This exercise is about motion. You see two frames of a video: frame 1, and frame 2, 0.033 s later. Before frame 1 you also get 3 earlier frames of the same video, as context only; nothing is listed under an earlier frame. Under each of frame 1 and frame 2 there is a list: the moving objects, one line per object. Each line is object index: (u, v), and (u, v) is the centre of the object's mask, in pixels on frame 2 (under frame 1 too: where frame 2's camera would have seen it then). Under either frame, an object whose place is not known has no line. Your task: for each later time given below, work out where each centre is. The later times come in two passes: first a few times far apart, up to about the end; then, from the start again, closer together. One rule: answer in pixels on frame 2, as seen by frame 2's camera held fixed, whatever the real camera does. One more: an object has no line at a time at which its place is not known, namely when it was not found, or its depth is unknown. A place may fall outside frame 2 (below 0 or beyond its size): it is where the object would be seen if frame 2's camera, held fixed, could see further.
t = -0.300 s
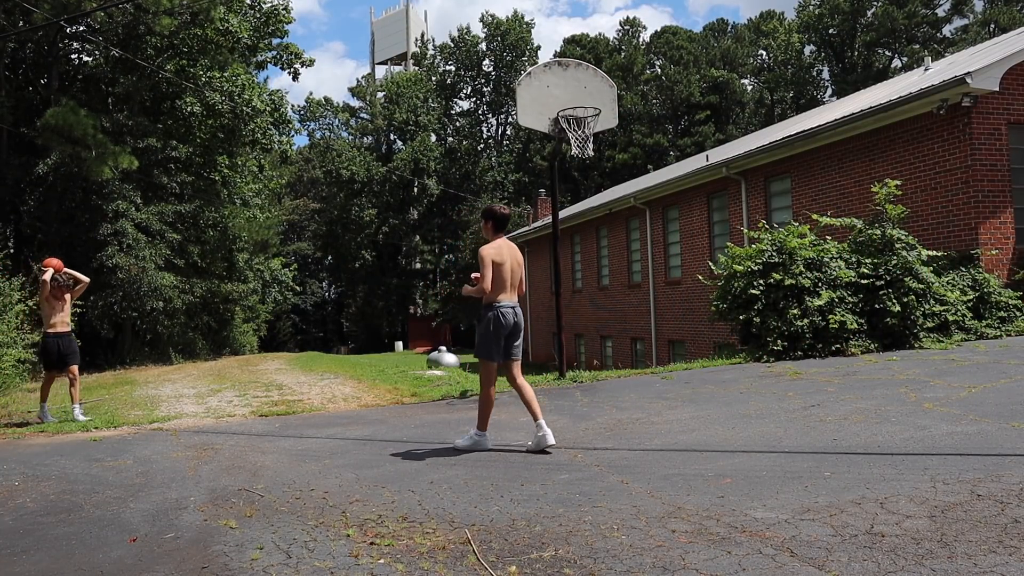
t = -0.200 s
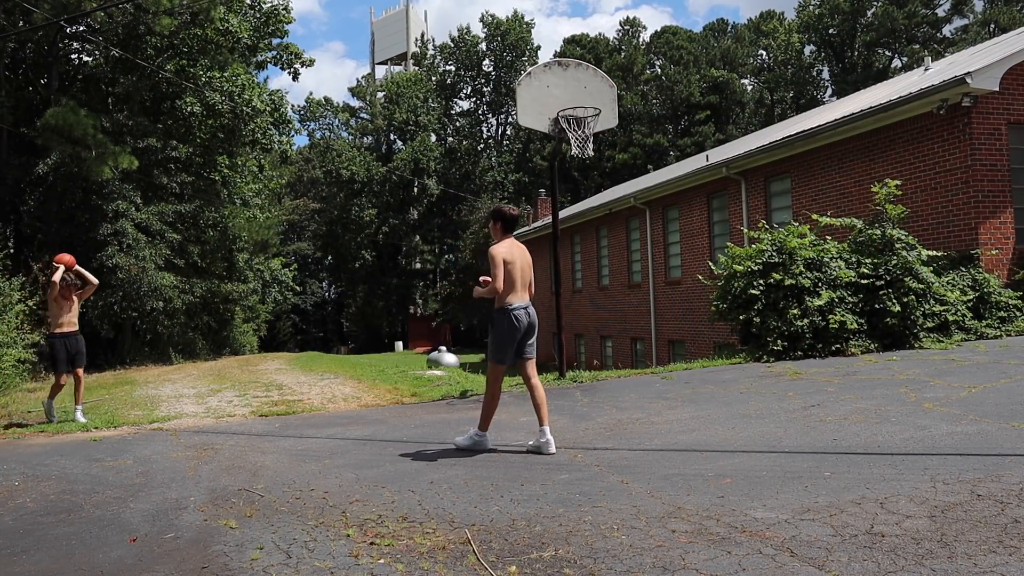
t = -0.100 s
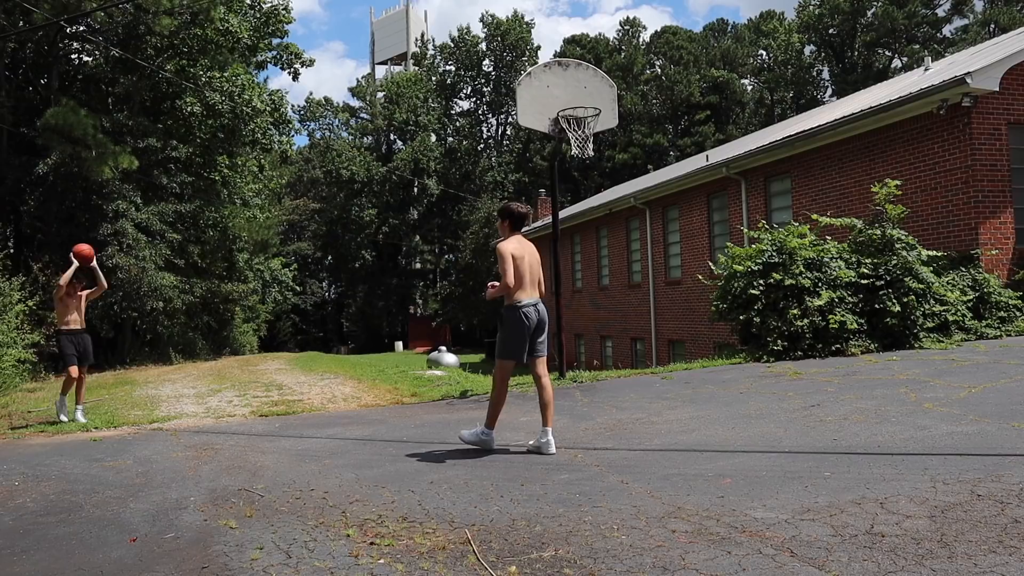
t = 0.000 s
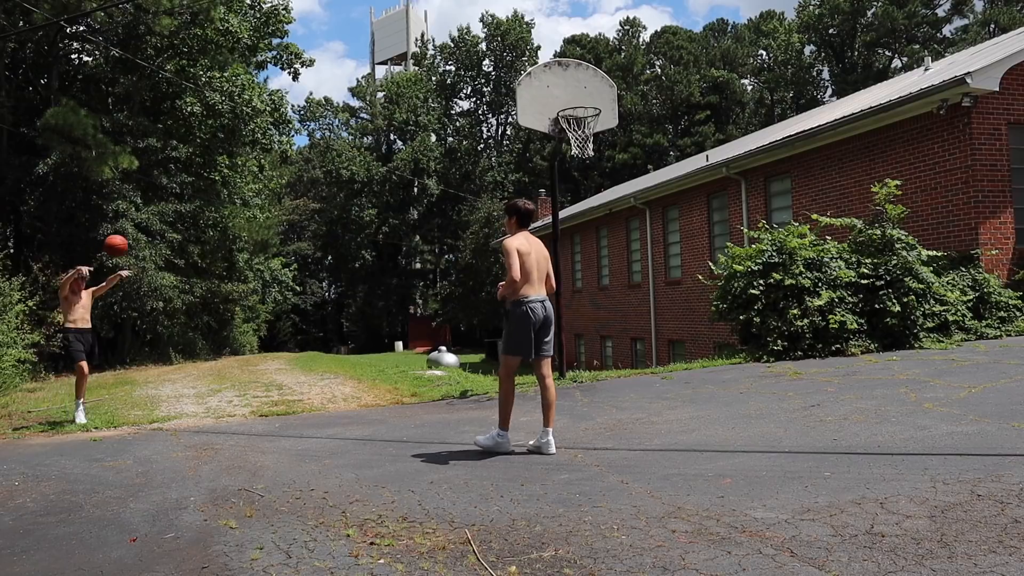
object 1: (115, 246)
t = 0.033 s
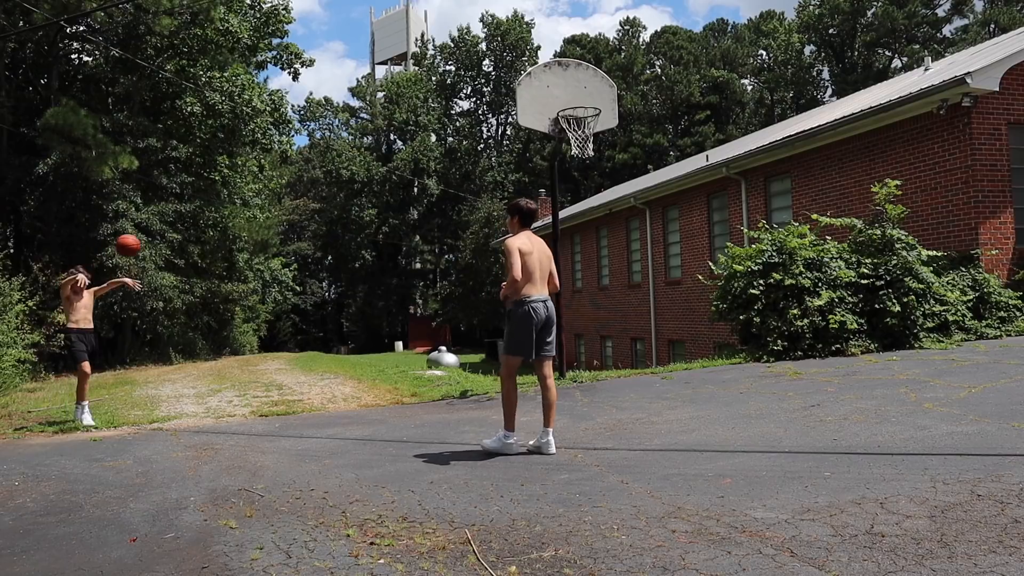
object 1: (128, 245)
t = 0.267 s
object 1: (230, 277)
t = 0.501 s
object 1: (368, 392)
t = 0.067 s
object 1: (141, 246)
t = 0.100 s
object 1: (154, 248)
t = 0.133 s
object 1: (168, 251)
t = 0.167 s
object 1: (183, 256)
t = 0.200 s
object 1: (197, 262)
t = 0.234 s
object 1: (213, 268)
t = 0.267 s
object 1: (230, 277)
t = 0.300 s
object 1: (246, 287)
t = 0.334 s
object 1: (265, 300)
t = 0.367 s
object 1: (283, 314)
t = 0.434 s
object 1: (323, 348)
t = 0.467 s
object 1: (345, 369)
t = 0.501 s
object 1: (368, 392)
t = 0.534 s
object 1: (392, 418)
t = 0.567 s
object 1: (419, 448)
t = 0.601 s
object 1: (433, 434)
